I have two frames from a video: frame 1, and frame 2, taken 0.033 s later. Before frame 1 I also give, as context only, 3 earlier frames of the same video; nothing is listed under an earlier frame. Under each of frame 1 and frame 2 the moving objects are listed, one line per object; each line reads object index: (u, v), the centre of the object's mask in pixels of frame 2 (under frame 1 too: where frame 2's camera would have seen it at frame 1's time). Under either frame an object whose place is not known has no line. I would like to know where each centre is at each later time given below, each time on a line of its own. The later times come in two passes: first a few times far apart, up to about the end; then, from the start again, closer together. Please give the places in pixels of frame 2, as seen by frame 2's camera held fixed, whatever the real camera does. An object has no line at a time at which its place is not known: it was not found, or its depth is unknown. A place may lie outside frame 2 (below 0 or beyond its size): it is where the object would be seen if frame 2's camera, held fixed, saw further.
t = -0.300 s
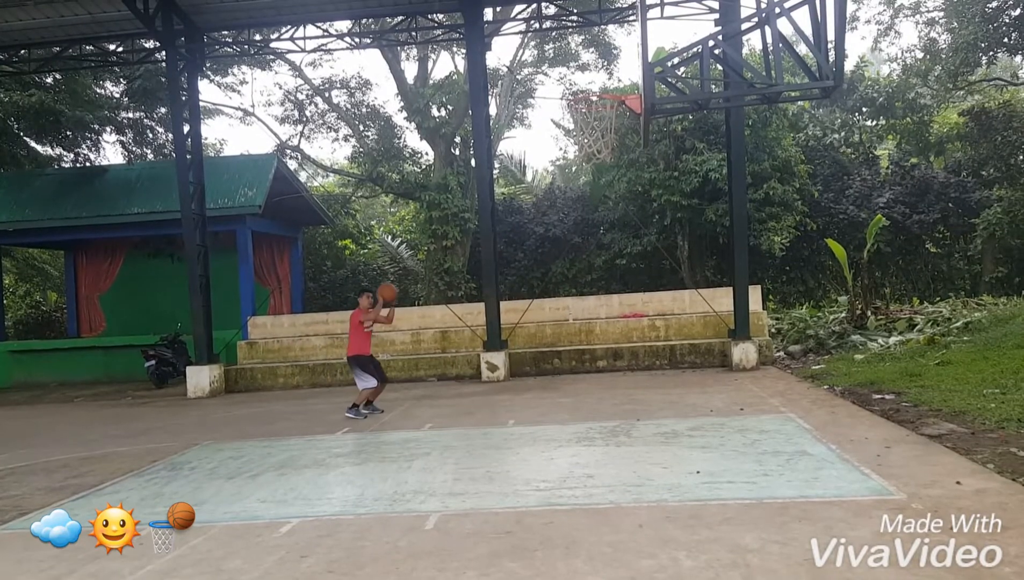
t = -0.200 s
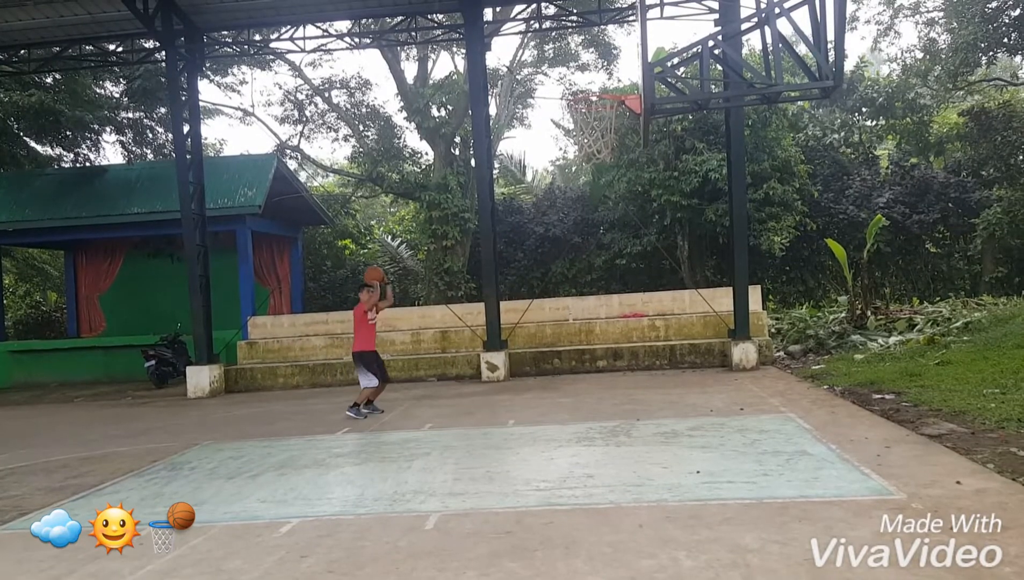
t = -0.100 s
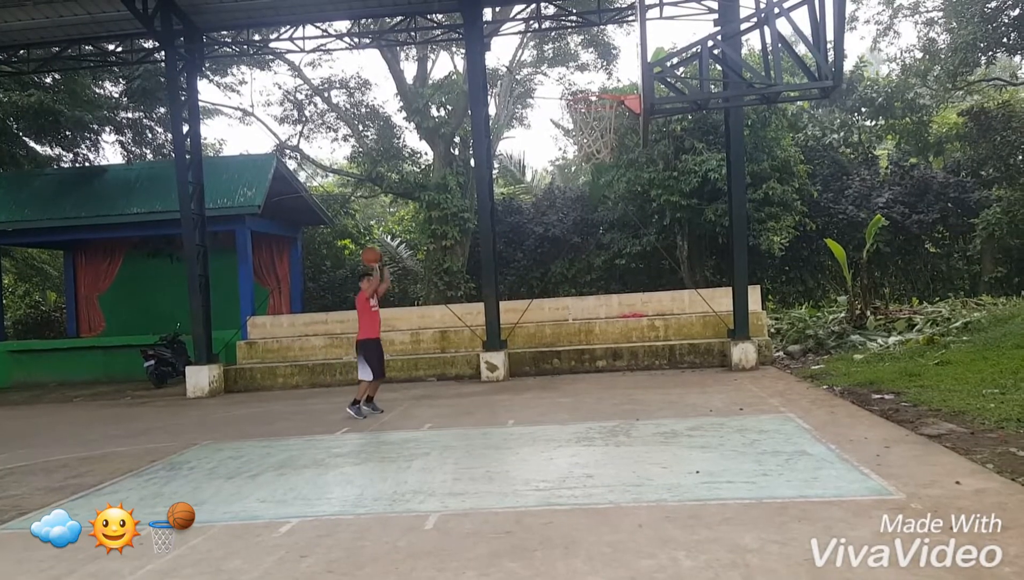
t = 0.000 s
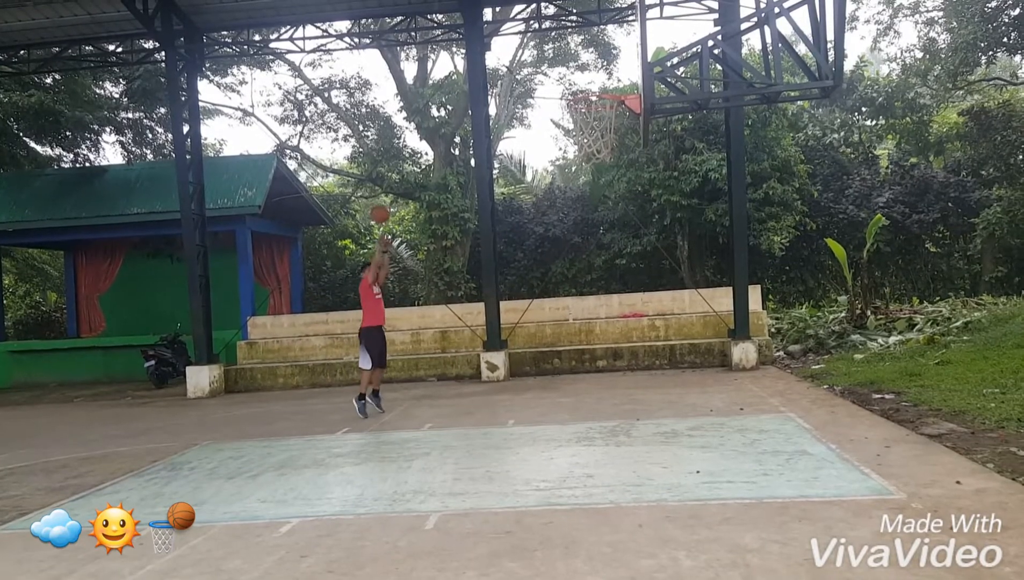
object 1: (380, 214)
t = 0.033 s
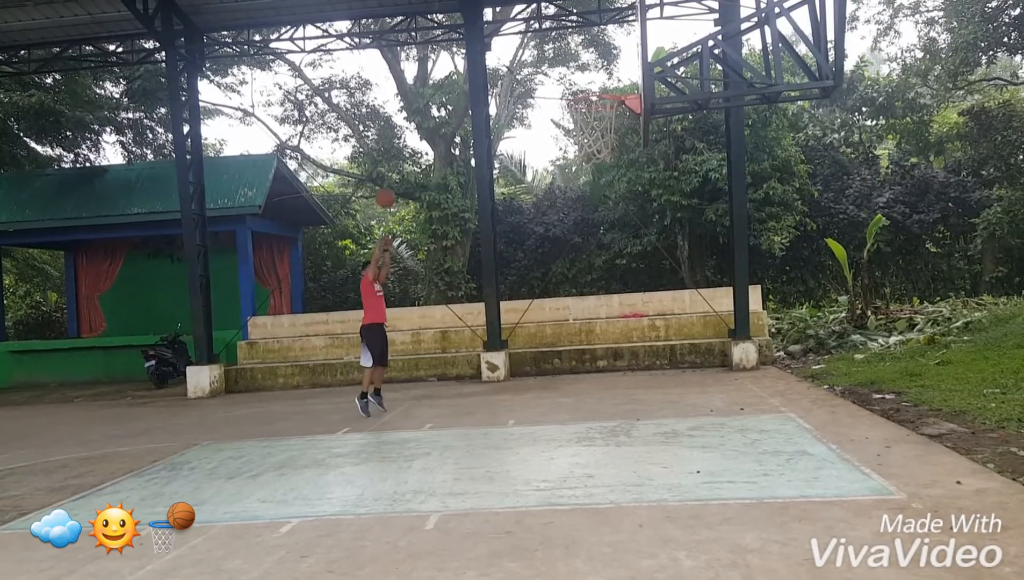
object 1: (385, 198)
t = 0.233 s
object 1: (418, 119)
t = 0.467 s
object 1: (459, 58)
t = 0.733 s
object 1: (519, 47)
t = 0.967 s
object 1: (585, 97)
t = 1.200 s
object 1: (617, 140)
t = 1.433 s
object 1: (612, 186)
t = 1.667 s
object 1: (610, 297)
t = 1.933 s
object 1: (605, 404)
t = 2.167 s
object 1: (580, 308)
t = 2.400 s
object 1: (558, 272)
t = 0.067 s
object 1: (389, 183)
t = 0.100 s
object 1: (395, 169)
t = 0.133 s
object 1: (400, 155)
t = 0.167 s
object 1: (404, 143)
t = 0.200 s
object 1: (410, 130)
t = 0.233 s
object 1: (418, 119)
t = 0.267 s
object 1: (422, 109)
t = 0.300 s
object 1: (427, 96)
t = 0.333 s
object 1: (434, 88)
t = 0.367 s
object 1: (438, 79)
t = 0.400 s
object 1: (445, 71)
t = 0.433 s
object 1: (452, 64)
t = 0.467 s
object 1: (459, 58)
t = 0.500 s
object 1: (466, 53)
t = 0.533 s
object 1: (473, 49)
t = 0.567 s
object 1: (478, 47)
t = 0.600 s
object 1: (486, 45)
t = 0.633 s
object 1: (494, 44)
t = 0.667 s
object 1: (502, 44)
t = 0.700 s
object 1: (511, 45)
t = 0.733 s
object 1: (519, 47)
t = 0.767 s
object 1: (528, 50)
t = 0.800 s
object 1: (536, 55)
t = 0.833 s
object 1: (546, 62)
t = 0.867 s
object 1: (555, 69)
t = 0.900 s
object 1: (565, 79)
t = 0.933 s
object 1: (575, 89)
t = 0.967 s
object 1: (585, 97)
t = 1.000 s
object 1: (596, 110)
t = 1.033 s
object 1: (607, 122)
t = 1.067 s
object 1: (611, 124)
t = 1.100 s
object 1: (616, 132)
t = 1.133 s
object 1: (613, 141)
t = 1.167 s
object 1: (614, 139)
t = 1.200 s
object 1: (617, 140)
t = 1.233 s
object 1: (617, 143)
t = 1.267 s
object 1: (615, 145)
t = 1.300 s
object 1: (614, 150)
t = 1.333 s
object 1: (612, 157)
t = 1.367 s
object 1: (612, 165)
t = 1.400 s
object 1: (612, 175)
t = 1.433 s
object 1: (612, 186)
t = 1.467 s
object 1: (611, 198)
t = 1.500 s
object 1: (611, 212)
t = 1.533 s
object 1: (610, 226)
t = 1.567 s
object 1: (610, 242)
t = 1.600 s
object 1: (610, 259)
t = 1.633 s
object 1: (610, 278)
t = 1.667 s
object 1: (610, 297)
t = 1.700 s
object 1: (610, 319)
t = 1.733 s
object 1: (610, 341)
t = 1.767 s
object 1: (612, 363)
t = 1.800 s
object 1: (611, 389)
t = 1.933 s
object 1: (605, 404)
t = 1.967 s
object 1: (601, 385)
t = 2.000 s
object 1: (598, 369)
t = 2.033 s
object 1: (594, 356)
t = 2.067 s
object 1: (590, 342)
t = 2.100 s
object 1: (587, 329)
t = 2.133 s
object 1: (583, 318)
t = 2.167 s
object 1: (580, 308)
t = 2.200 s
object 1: (576, 299)
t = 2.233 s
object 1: (573, 291)
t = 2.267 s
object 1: (570, 285)
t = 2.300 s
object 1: (567, 280)
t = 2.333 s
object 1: (564, 277)
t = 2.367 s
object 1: (561, 274)
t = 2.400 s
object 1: (558, 272)
